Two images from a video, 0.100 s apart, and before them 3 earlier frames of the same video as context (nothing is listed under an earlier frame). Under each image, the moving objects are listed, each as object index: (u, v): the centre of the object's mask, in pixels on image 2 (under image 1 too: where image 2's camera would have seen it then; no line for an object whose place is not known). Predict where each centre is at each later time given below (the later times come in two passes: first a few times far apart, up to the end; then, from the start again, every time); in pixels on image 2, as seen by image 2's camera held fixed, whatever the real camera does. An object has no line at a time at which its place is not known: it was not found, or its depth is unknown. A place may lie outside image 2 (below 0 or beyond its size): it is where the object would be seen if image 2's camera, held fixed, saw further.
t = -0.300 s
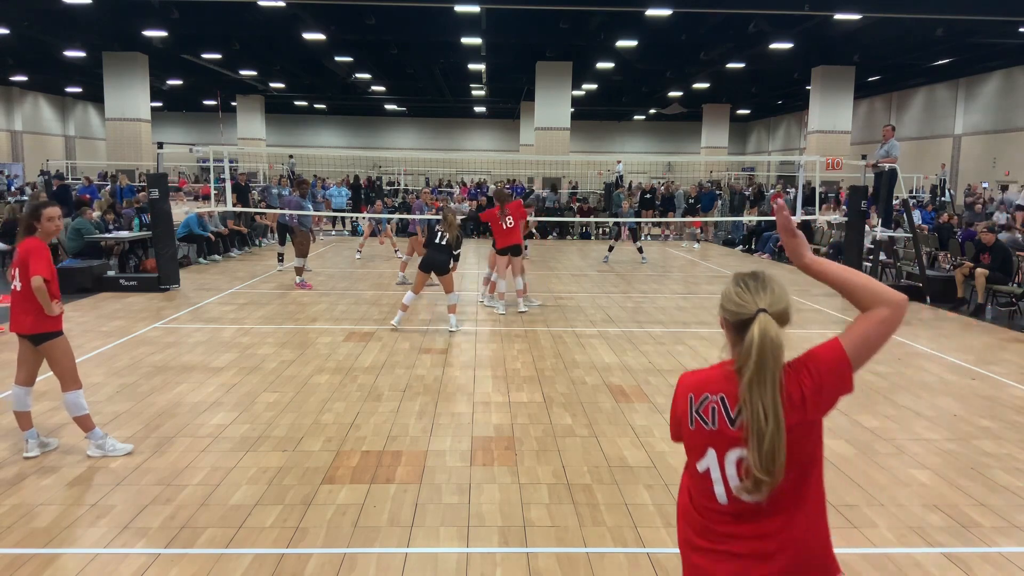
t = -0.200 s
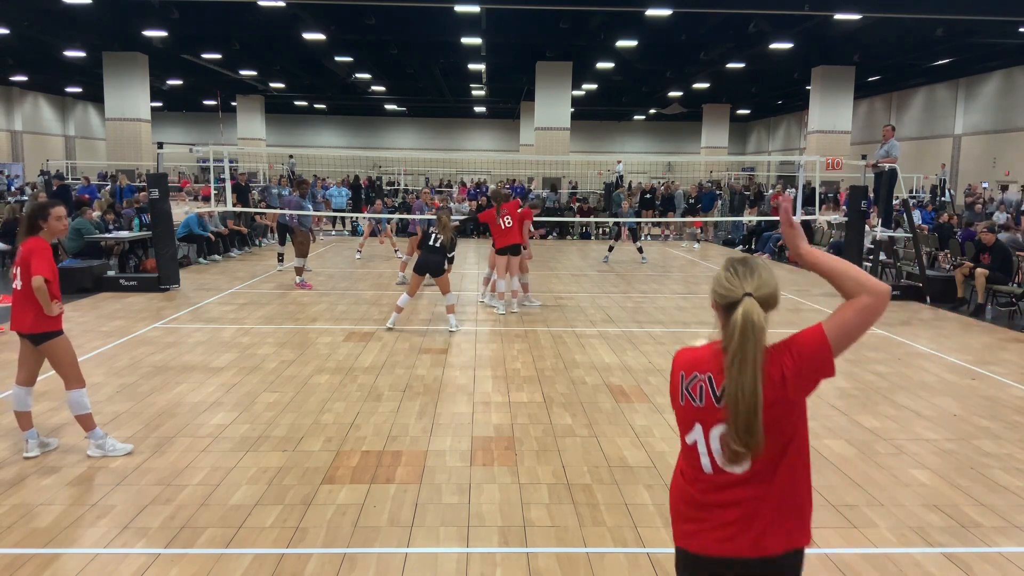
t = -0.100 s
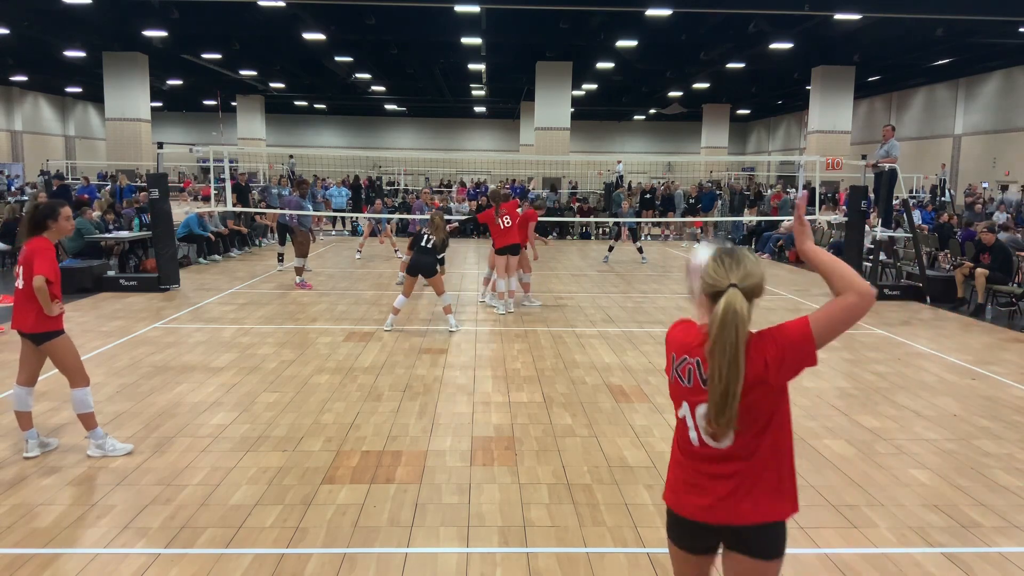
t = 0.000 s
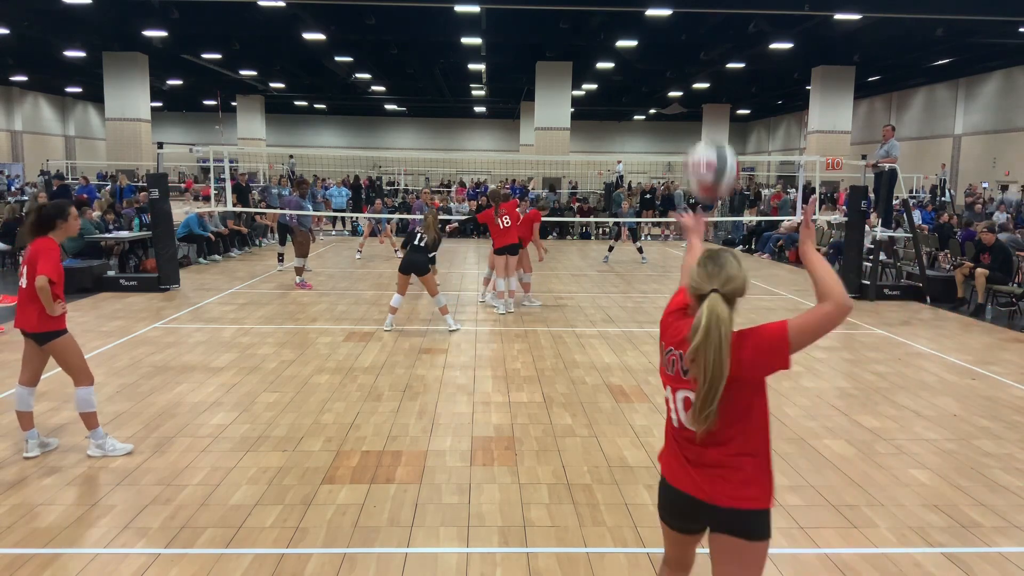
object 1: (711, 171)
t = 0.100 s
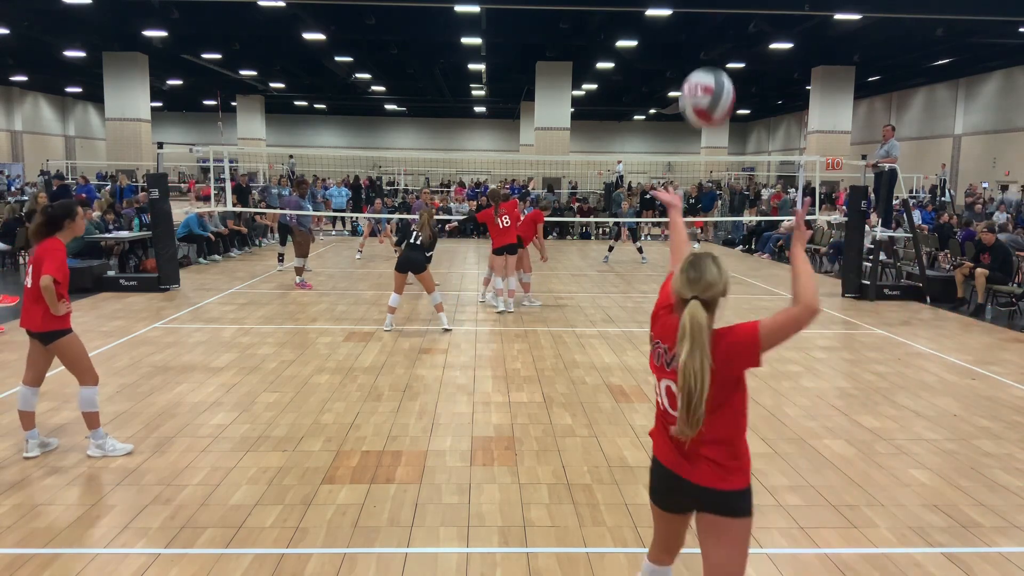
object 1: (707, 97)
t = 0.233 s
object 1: (699, 45)
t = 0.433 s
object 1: (685, 50)
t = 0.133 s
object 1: (705, 80)
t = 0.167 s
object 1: (703, 66)
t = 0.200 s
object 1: (701, 53)
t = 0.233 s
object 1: (699, 45)
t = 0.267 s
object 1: (697, 39)
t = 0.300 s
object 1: (695, 36)
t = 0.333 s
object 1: (693, 36)
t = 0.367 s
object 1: (690, 38)
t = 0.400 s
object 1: (687, 43)
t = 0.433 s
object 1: (685, 50)
